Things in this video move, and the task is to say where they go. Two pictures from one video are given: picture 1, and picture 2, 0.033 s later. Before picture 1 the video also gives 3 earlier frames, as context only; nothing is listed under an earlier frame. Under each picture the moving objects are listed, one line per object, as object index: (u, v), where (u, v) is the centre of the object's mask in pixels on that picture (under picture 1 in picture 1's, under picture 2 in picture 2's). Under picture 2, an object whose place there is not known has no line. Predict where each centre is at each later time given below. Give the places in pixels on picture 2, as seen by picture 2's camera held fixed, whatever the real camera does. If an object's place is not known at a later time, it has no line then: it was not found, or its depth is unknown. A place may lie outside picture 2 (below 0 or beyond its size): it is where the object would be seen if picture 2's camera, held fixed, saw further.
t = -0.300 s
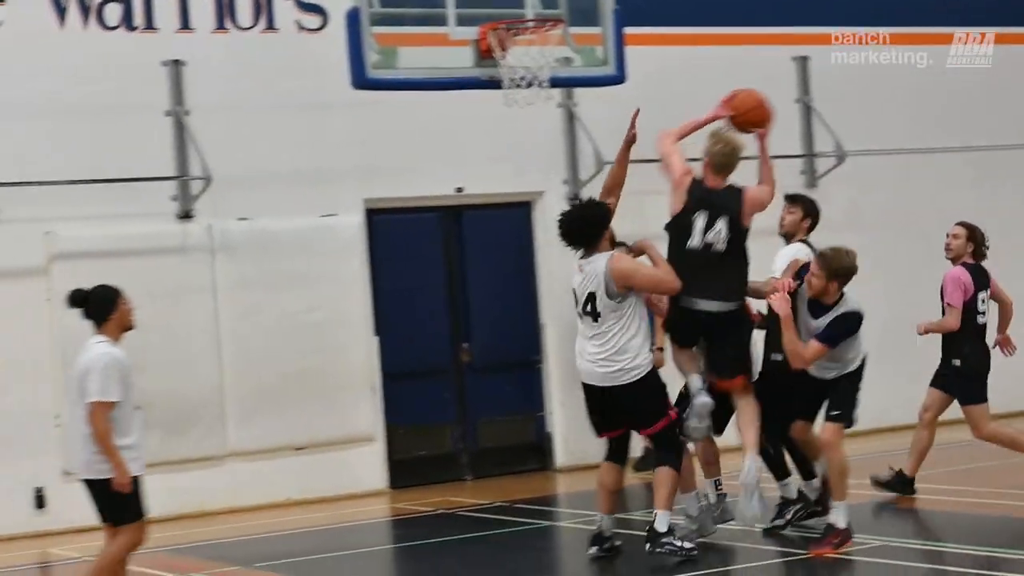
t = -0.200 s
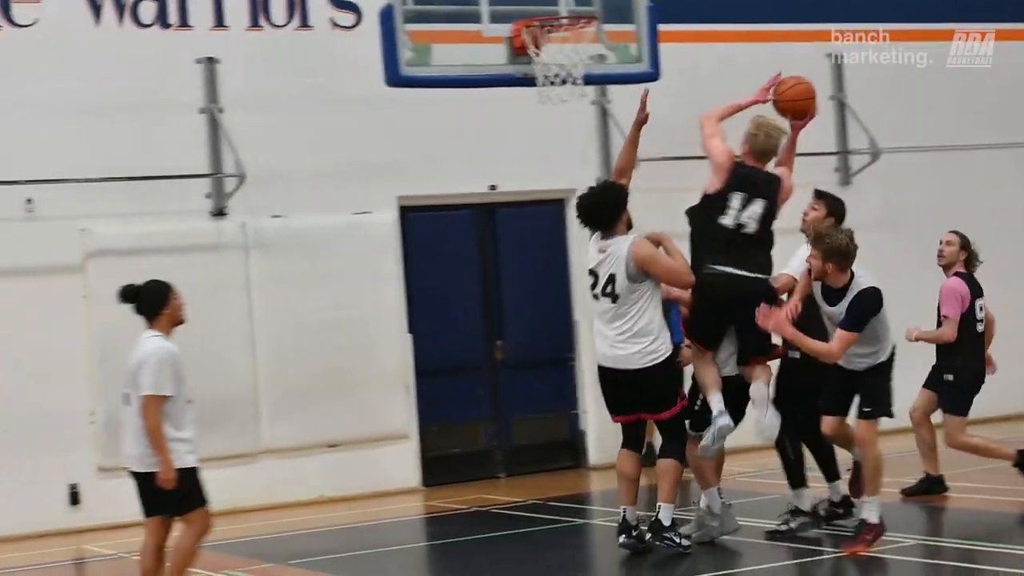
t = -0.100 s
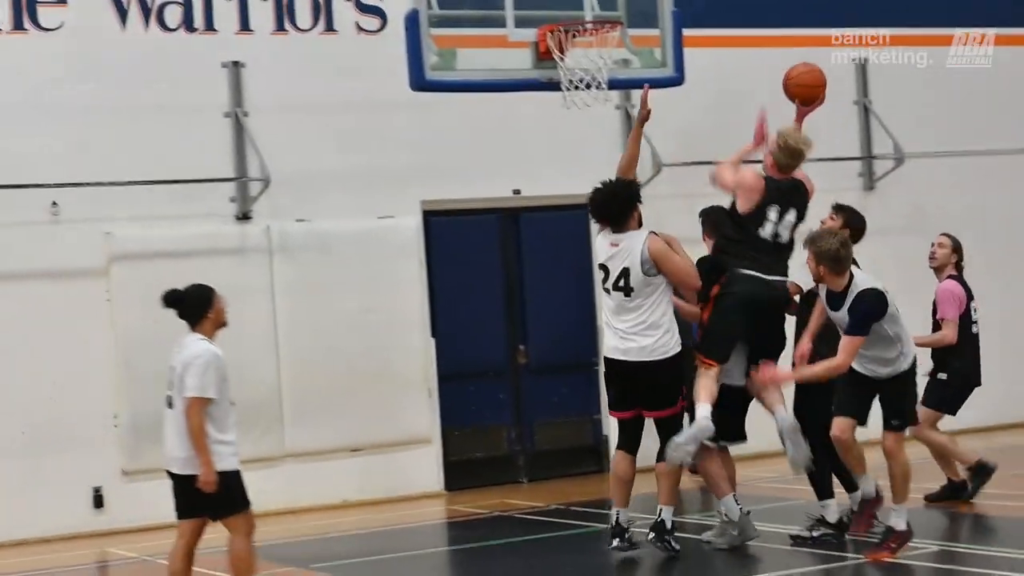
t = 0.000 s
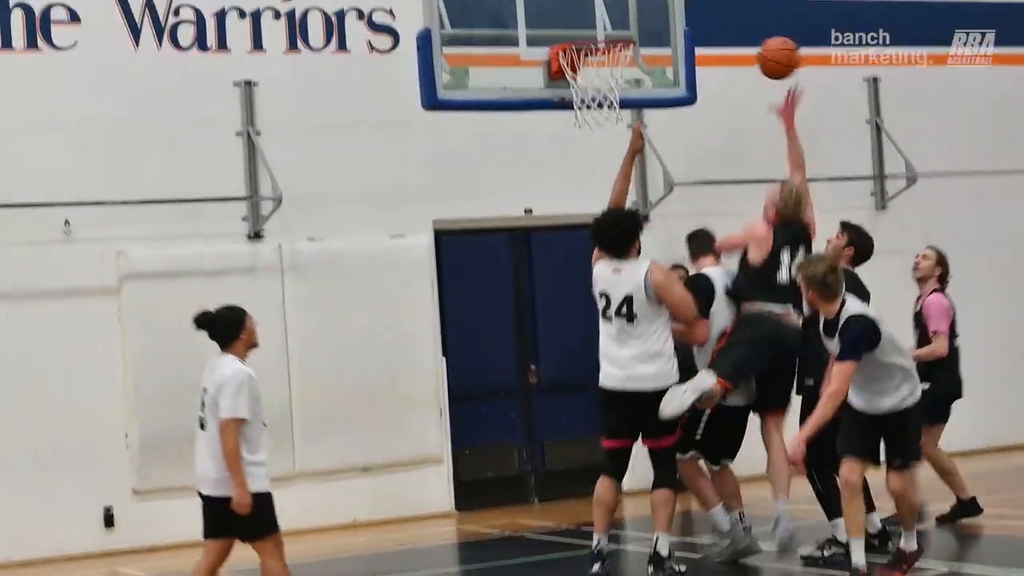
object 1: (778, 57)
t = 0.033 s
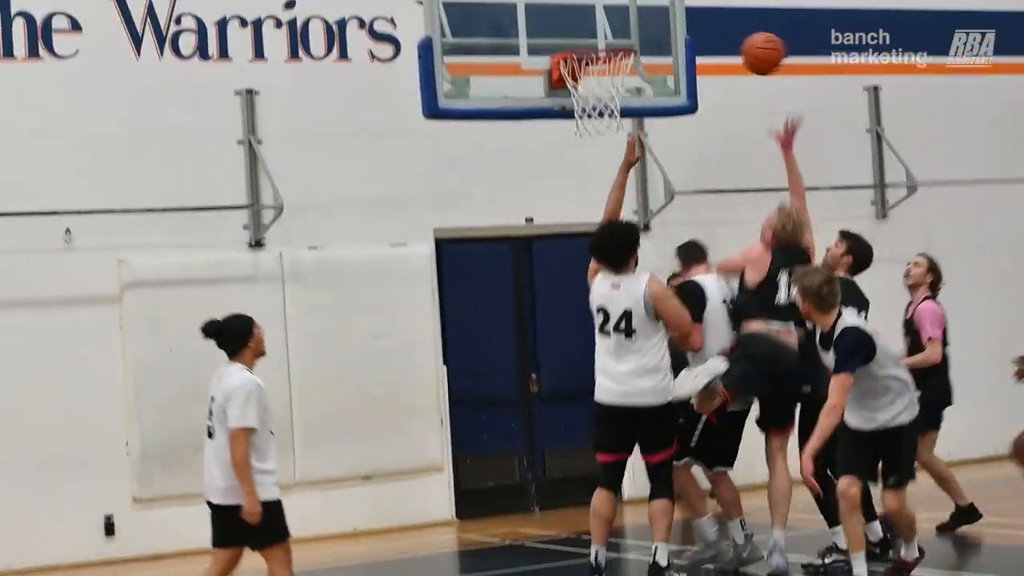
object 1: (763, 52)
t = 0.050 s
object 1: (755, 46)
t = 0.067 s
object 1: (747, 40)
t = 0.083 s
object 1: (740, 35)
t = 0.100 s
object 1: (732, 30)
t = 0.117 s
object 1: (725, 25)
